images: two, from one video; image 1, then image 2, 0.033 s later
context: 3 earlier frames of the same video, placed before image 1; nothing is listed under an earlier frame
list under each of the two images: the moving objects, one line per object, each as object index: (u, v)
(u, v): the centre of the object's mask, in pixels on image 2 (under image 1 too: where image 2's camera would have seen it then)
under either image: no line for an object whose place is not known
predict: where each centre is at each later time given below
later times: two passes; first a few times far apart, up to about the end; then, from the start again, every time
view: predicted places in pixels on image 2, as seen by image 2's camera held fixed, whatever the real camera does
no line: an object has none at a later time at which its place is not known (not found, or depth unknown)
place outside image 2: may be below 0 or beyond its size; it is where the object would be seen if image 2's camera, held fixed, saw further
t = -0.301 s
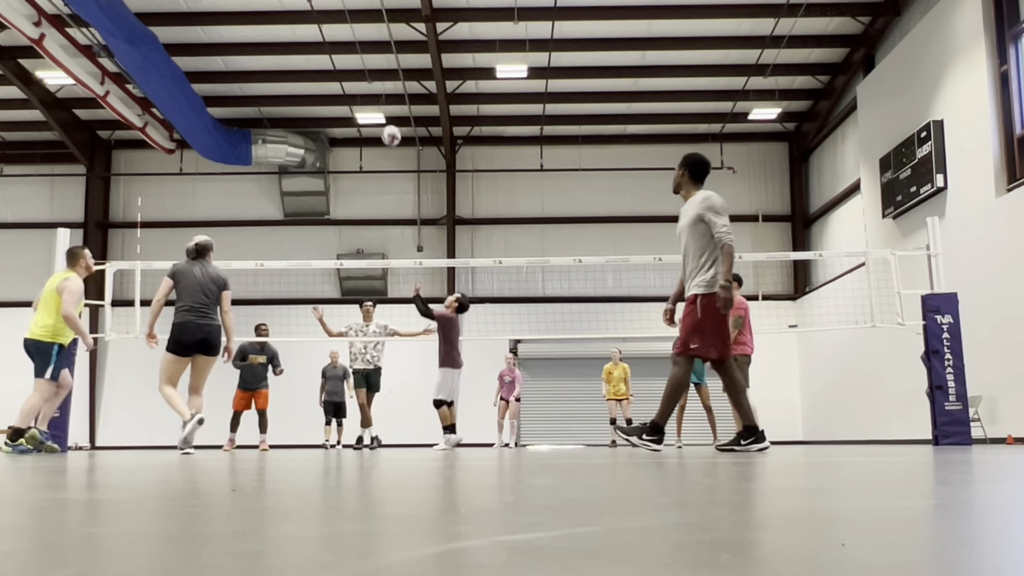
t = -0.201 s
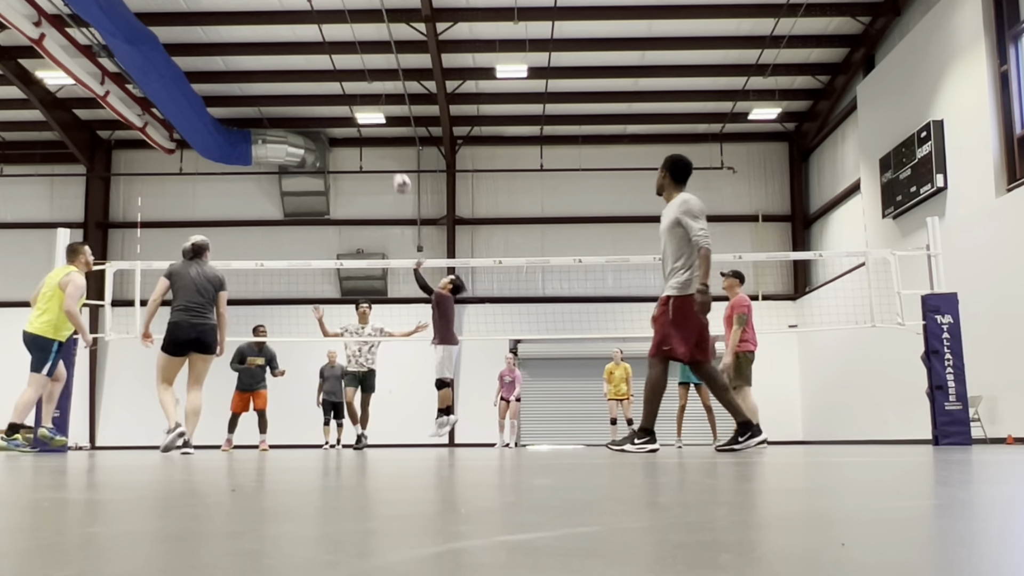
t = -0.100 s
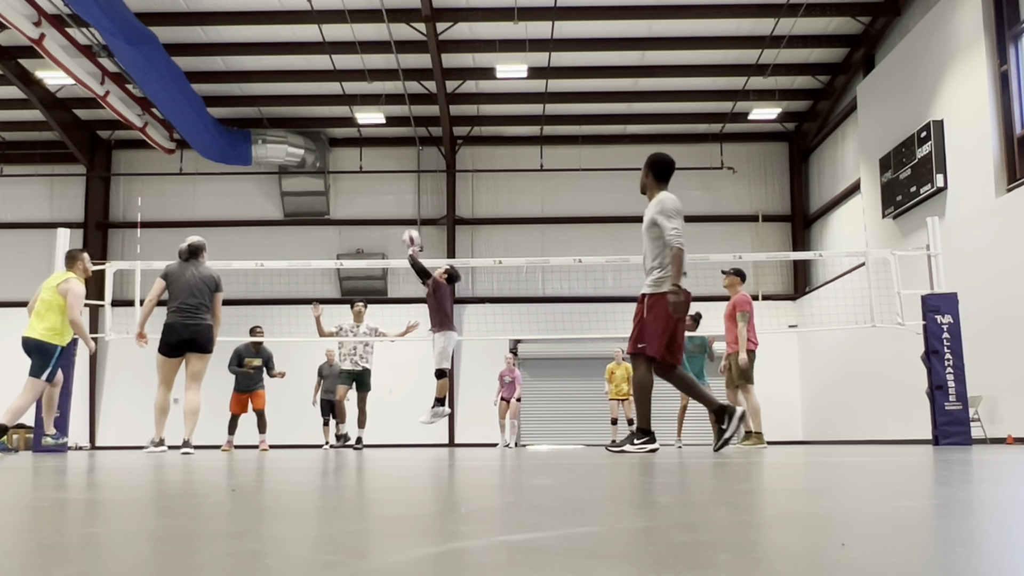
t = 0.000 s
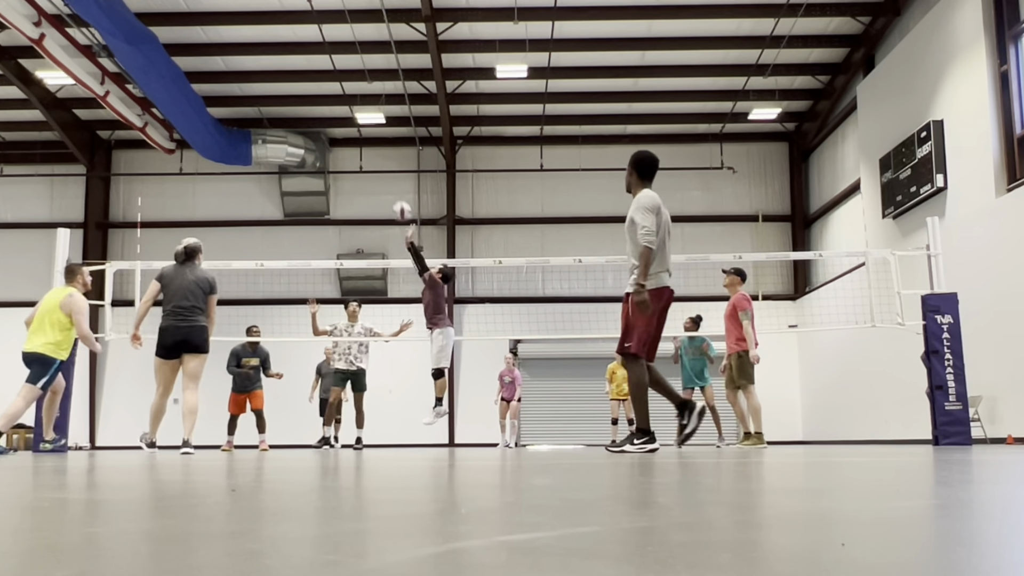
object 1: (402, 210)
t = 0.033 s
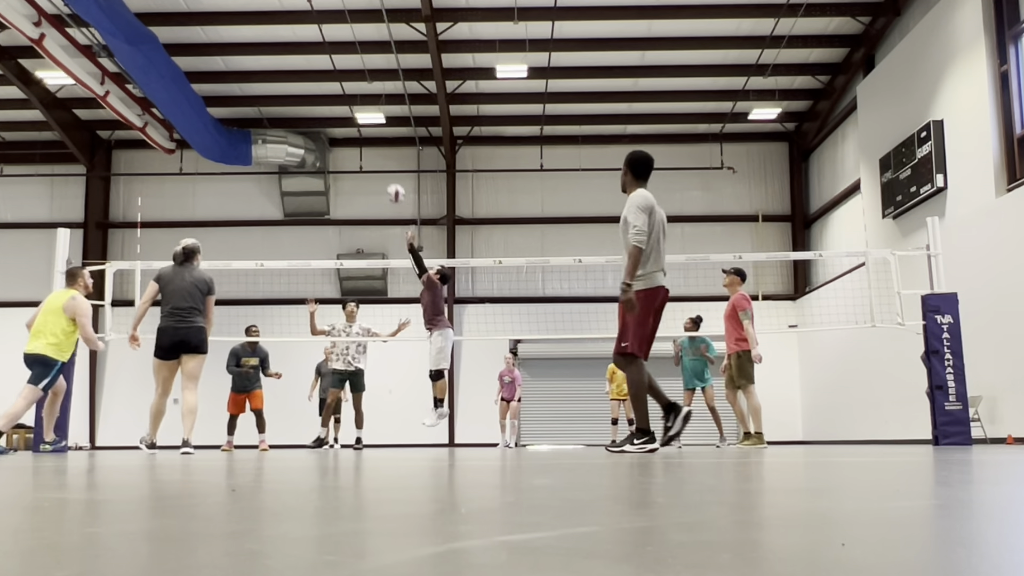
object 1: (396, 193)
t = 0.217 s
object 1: (362, 116)
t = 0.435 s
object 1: (326, 63)
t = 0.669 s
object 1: (287, 49)
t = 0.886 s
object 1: (250, 75)
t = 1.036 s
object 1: (225, 116)
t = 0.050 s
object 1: (393, 185)
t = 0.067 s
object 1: (389, 177)
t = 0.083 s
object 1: (386, 169)
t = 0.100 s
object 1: (383, 162)
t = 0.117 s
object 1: (381, 155)
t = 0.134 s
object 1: (377, 147)
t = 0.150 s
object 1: (374, 141)
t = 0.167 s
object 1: (371, 134)
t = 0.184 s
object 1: (368, 130)
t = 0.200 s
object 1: (366, 124)
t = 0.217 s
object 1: (362, 116)
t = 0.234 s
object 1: (359, 110)
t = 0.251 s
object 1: (357, 105)
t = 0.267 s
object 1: (354, 100)
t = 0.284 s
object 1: (351, 96)
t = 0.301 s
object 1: (348, 92)
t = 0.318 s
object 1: (345, 87)
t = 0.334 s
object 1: (343, 83)
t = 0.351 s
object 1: (339, 78)
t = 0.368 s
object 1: (336, 75)
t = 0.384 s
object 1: (334, 72)
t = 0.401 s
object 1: (331, 69)
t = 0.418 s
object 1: (328, 66)
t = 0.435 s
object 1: (326, 63)
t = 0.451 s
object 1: (323, 61)
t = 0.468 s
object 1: (320, 58)
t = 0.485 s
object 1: (317, 56)
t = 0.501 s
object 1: (314, 54)
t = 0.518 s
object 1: (311, 52)
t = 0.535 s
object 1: (309, 51)
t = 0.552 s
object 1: (306, 50)
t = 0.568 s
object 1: (303, 49)
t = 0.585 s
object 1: (300, 49)
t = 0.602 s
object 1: (298, 48)
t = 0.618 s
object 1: (295, 48)
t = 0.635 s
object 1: (292, 48)
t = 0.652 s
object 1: (289, 48)
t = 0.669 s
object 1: (287, 49)
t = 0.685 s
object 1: (284, 49)
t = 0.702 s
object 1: (281, 50)
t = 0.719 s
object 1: (278, 51)
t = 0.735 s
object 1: (275, 52)
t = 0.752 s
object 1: (272, 54)
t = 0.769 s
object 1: (270, 56)
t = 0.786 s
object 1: (267, 58)
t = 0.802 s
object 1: (264, 60)
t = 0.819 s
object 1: (261, 63)
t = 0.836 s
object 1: (258, 66)
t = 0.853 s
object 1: (255, 69)
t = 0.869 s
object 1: (253, 72)
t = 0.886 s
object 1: (250, 75)
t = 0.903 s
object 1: (247, 79)
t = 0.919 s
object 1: (244, 83)
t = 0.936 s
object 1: (241, 87)
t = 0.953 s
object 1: (239, 91)
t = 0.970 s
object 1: (236, 96)
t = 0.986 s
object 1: (233, 100)
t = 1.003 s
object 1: (231, 105)
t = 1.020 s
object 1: (228, 111)
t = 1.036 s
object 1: (225, 116)
